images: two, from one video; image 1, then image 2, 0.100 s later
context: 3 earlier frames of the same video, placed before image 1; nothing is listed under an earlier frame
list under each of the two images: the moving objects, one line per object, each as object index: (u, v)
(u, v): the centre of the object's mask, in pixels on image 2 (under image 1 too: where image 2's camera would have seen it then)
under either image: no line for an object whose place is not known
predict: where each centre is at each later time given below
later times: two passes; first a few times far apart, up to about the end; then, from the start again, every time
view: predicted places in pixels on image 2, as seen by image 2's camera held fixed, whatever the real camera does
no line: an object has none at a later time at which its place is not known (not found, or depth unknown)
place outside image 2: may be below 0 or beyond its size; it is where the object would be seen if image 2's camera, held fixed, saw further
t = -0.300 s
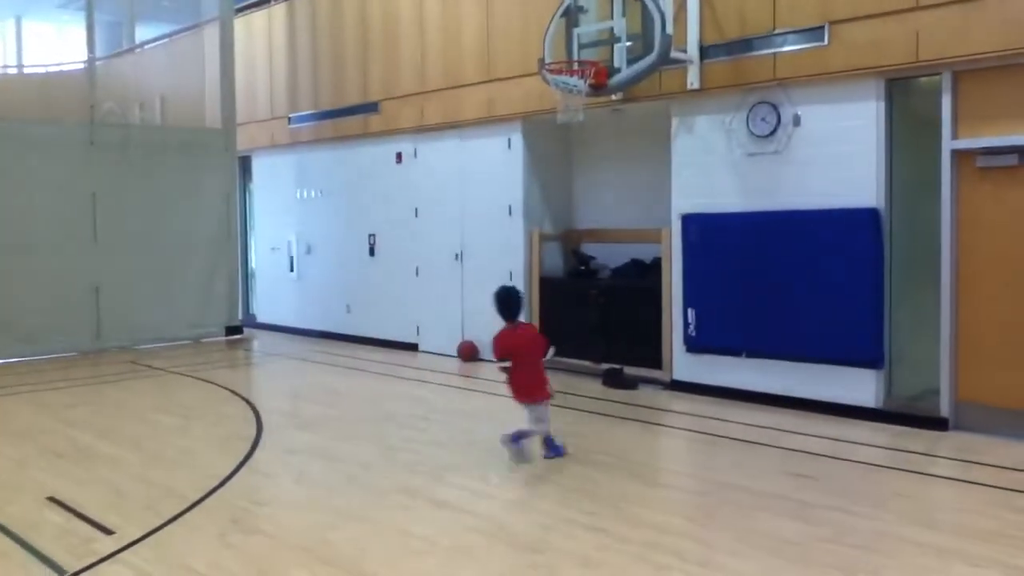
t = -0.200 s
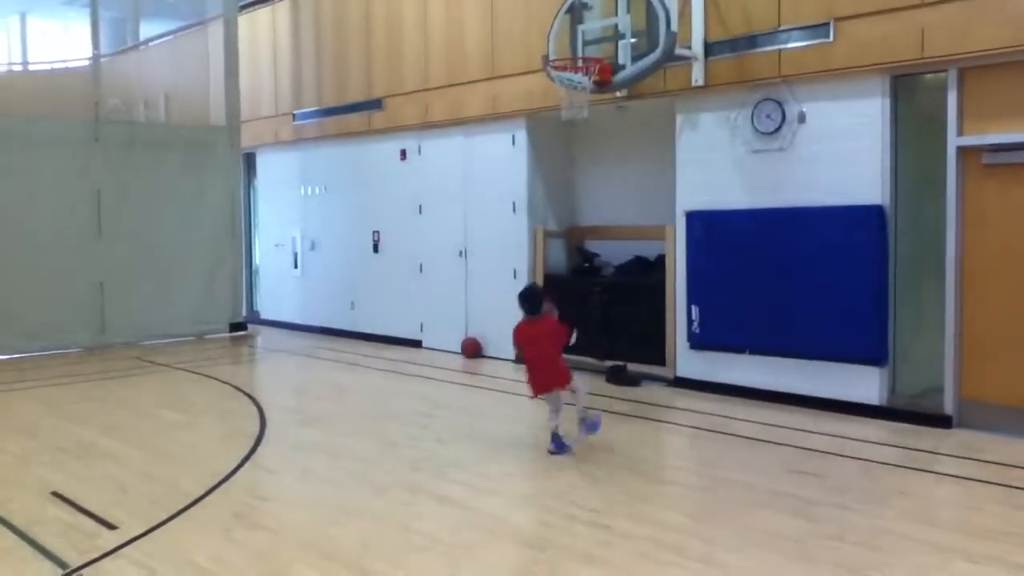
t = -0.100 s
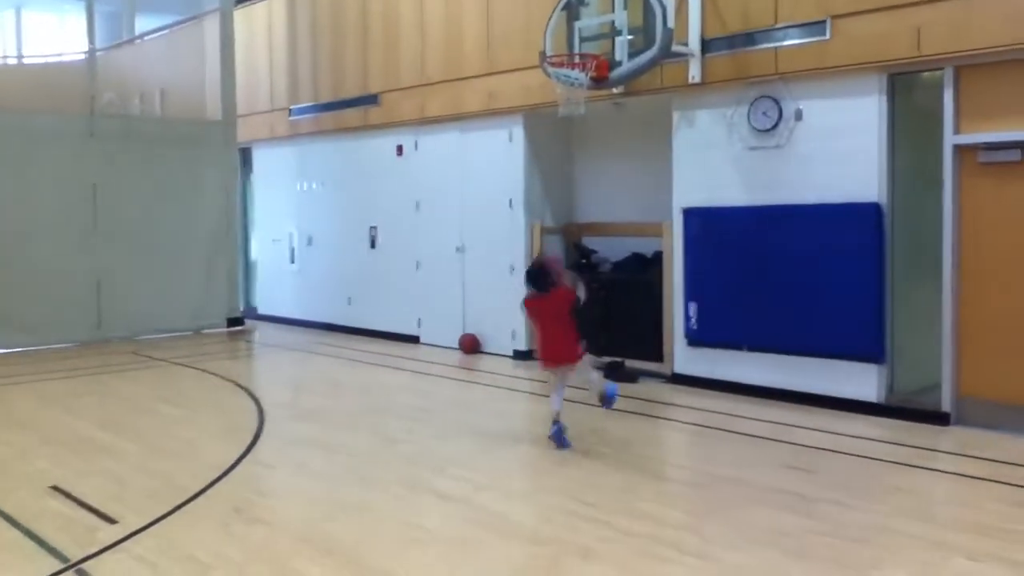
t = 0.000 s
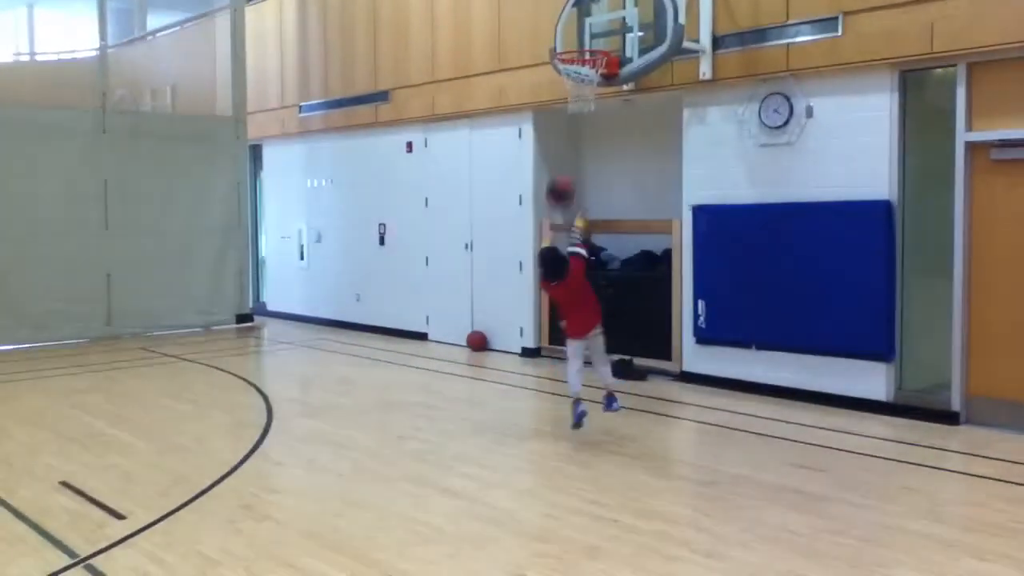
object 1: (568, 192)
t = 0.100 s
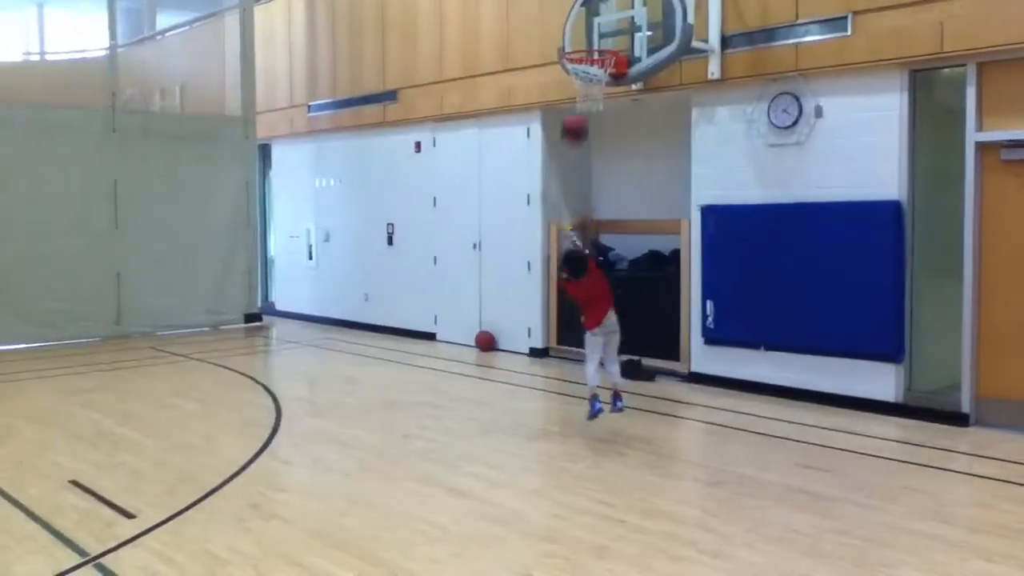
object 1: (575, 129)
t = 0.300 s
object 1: (587, 49)
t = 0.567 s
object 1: (602, 24)
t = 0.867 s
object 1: (568, 39)
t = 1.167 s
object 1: (527, 73)
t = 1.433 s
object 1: (488, 202)
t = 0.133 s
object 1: (576, 113)
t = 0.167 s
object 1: (579, 95)
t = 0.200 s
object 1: (580, 82)
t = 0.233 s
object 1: (583, 70)
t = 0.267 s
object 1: (586, 58)
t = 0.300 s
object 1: (587, 49)
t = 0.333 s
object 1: (588, 40)
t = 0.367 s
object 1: (590, 35)
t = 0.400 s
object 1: (593, 30)
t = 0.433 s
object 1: (595, 26)
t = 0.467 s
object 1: (597, 24)
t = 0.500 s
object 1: (598, 22)
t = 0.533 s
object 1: (600, 22)
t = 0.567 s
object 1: (602, 24)
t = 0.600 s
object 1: (605, 27)
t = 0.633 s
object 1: (604, 30)
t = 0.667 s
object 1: (599, 33)
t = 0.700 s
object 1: (592, 38)
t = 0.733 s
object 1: (585, 41)
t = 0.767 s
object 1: (579, 43)
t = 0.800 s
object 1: (576, 41)
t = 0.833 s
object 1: (572, 40)
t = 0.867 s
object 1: (568, 39)
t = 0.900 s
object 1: (564, 40)
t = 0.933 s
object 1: (559, 40)
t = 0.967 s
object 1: (555, 41)
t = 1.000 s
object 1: (551, 42)
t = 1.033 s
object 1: (546, 46)
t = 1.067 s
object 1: (542, 50)
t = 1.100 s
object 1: (537, 56)
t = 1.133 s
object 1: (532, 64)
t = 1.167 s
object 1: (527, 73)
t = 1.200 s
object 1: (523, 83)
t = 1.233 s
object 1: (518, 96)
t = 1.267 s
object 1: (513, 109)
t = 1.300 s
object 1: (508, 125)
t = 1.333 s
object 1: (503, 142)
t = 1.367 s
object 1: (498, 160)
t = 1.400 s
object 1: (493, 180)
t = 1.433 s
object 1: (488, 202)
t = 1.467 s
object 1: (483, 226)
